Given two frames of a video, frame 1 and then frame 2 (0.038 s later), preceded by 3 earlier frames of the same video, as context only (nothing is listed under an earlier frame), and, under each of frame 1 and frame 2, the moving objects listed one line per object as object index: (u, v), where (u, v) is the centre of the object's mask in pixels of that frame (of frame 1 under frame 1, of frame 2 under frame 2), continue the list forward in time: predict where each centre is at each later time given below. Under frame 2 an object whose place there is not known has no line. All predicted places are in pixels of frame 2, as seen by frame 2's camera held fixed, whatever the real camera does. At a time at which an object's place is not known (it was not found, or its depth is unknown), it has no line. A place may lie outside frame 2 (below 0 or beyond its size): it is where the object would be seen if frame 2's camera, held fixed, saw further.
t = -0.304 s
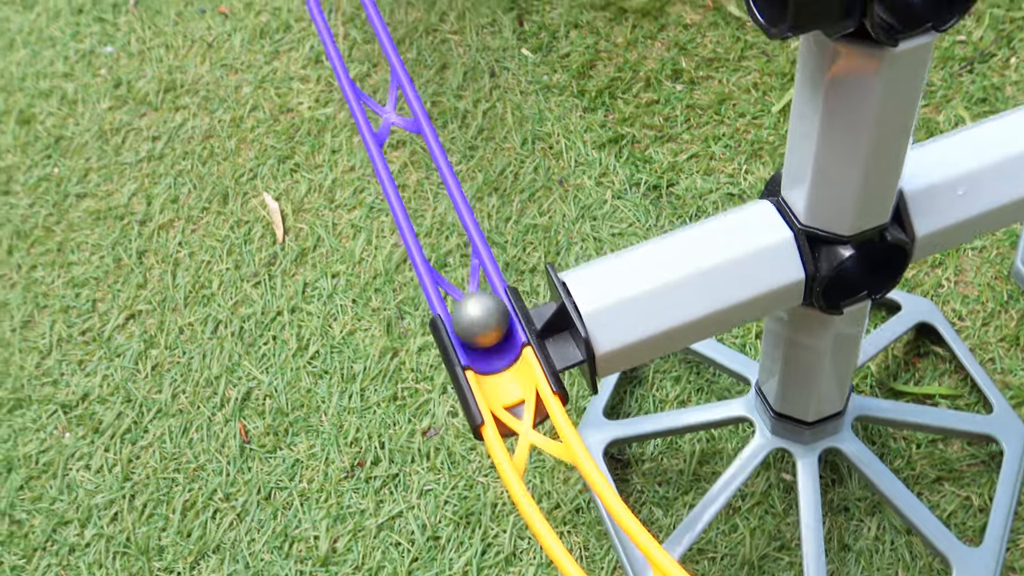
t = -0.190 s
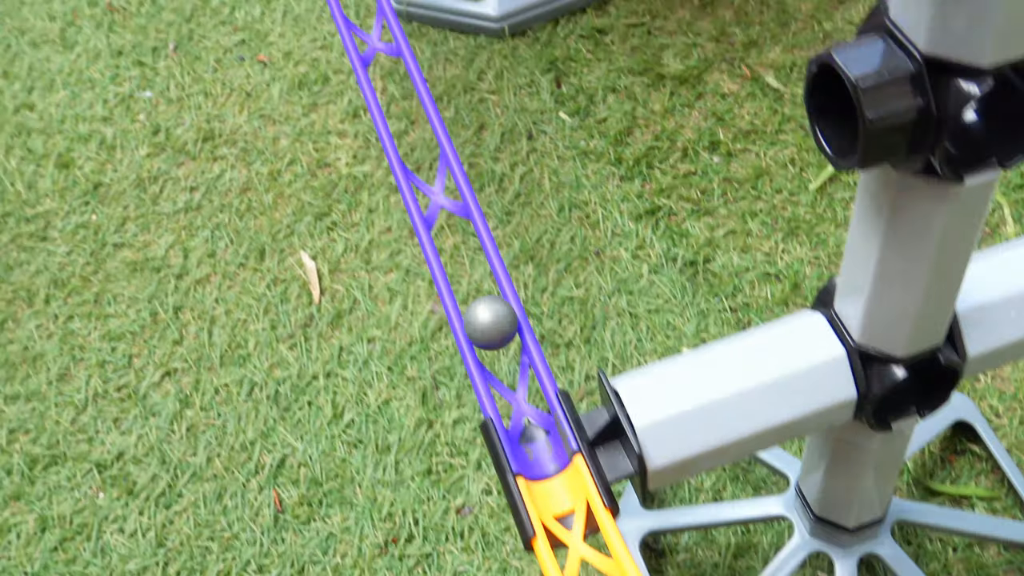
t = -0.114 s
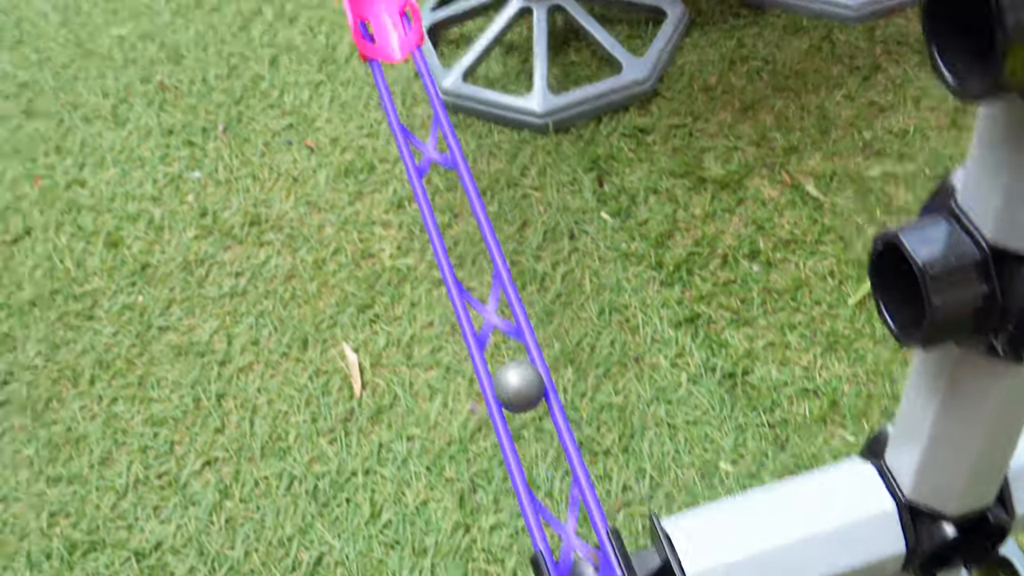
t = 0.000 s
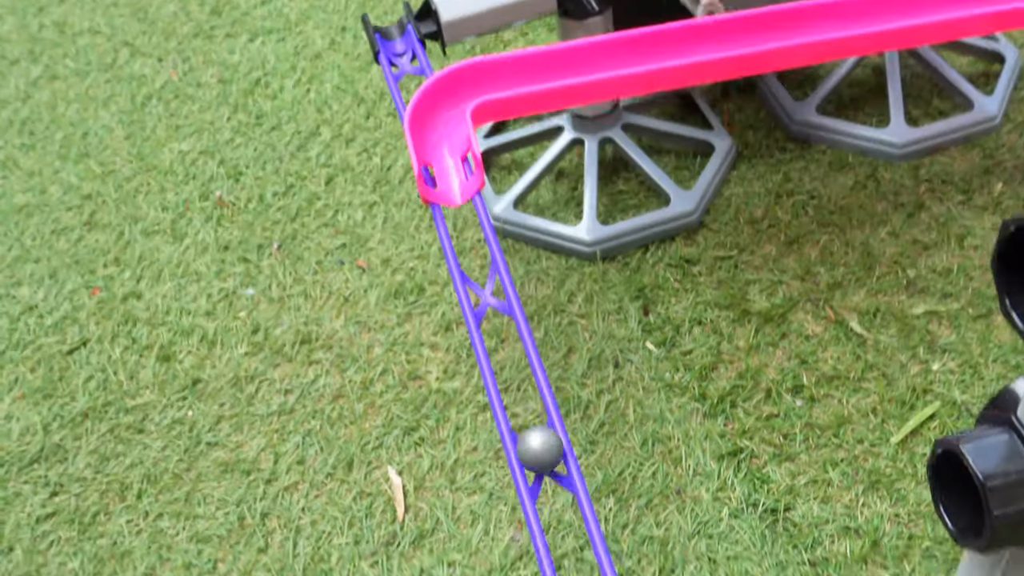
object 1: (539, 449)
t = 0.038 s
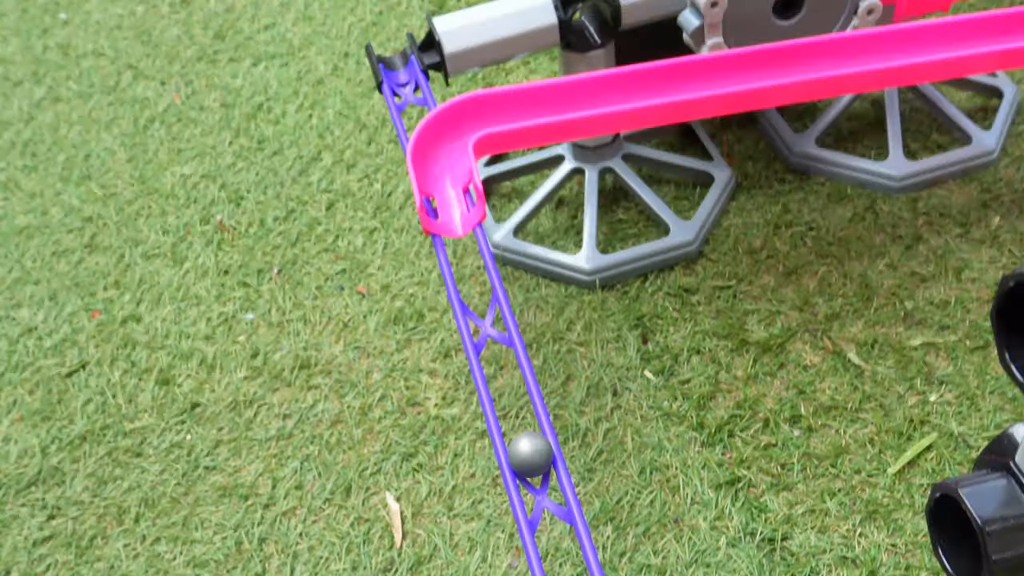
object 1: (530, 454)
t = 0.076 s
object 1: (521, 431)
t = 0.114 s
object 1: (513, 406)
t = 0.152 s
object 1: (505, 384)
